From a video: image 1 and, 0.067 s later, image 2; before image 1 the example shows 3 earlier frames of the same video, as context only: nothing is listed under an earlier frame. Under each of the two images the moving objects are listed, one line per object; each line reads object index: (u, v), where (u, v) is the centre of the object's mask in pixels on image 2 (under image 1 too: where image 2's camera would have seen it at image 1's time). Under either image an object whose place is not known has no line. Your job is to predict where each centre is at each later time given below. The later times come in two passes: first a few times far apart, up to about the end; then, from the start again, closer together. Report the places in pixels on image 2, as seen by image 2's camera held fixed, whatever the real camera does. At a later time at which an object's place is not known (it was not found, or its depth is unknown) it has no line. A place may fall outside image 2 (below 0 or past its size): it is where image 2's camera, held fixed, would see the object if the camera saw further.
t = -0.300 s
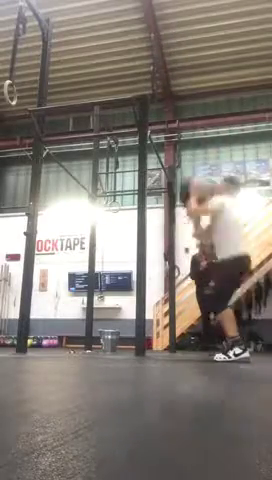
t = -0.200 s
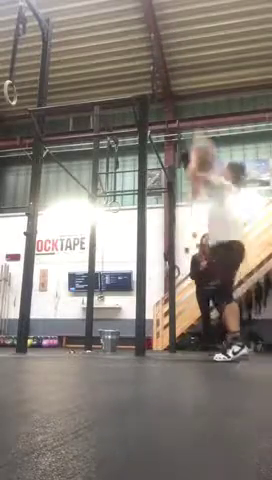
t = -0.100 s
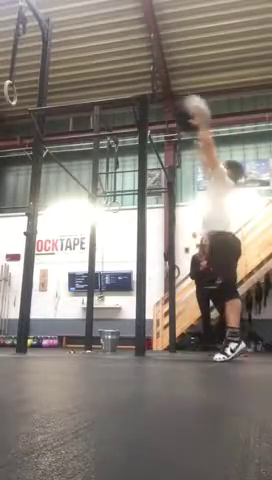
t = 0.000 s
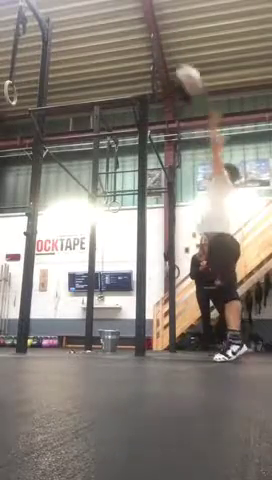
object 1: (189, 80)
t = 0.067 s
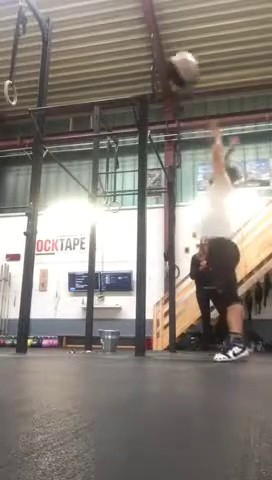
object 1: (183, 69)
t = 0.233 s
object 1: (176, 47)
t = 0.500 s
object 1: (175, 57)
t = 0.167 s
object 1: (180, 52)
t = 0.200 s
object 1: (177, 49)
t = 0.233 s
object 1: (176, 47)
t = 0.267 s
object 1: (174, 47)
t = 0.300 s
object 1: (173, 46)
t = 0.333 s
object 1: (172, 47)
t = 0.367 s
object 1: (171, 47)
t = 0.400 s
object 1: (171, 48)
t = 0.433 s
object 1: (172, 51)
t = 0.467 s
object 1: (173, 52)
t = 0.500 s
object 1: (175, 57)
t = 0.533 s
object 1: (175, 61)
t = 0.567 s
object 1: (176, 66)
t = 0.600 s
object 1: (177, 71)
